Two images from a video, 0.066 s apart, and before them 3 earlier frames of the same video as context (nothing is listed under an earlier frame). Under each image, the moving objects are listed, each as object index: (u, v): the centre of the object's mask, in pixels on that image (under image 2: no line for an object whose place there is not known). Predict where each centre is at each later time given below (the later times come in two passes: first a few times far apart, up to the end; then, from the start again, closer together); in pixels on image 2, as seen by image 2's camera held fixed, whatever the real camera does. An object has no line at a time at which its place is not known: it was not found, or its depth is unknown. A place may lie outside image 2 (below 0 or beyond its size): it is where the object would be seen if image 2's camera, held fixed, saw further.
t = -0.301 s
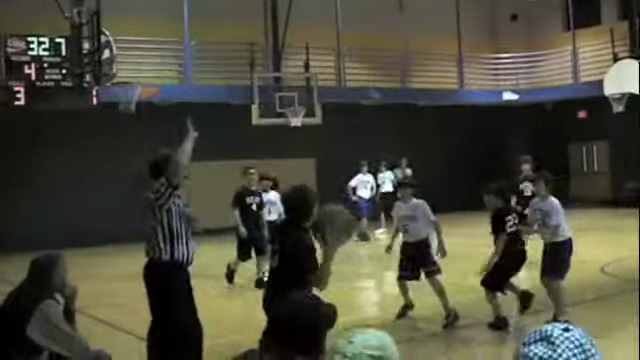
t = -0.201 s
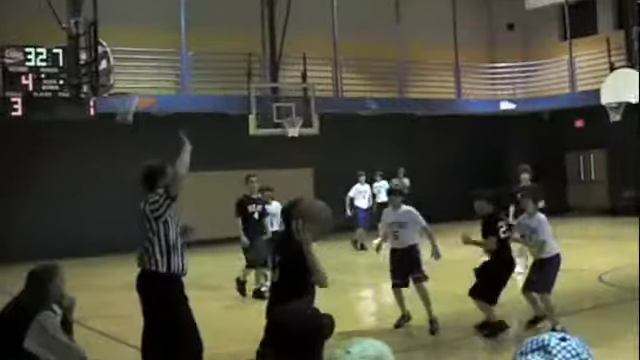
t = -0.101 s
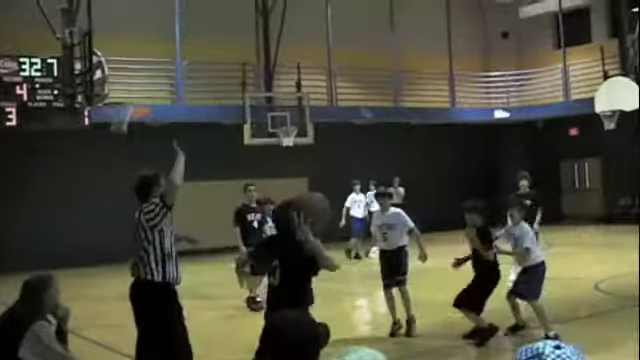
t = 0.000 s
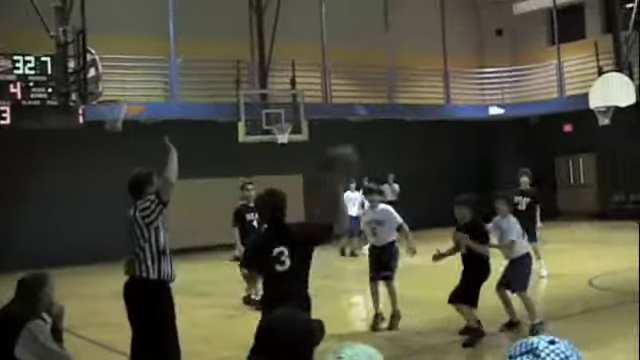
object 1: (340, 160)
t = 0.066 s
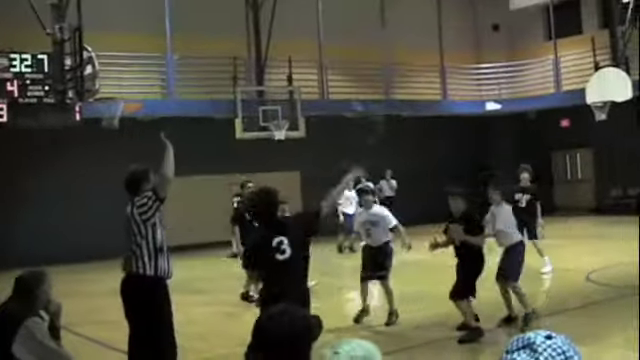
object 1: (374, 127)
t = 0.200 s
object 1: (416, 81)
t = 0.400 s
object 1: (467, 67)
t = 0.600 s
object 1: (502, 88)
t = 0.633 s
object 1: (506, 94)
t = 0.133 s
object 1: (394, 95)
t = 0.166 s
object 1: (406, 87)
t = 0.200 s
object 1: (416, 81)
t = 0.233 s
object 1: (426, 75)
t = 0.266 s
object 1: (436, 71)
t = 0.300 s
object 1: (444, 68)
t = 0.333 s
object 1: (452, 67)
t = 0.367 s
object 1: (460, 67)
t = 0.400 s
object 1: (467, 67)
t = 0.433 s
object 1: (473, 68)
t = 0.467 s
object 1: (480, 72)
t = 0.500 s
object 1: (486, 75)
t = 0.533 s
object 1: (491, 79)
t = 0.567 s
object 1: (496, 84)
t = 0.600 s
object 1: (502, 88)
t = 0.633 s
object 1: (506, 94)
